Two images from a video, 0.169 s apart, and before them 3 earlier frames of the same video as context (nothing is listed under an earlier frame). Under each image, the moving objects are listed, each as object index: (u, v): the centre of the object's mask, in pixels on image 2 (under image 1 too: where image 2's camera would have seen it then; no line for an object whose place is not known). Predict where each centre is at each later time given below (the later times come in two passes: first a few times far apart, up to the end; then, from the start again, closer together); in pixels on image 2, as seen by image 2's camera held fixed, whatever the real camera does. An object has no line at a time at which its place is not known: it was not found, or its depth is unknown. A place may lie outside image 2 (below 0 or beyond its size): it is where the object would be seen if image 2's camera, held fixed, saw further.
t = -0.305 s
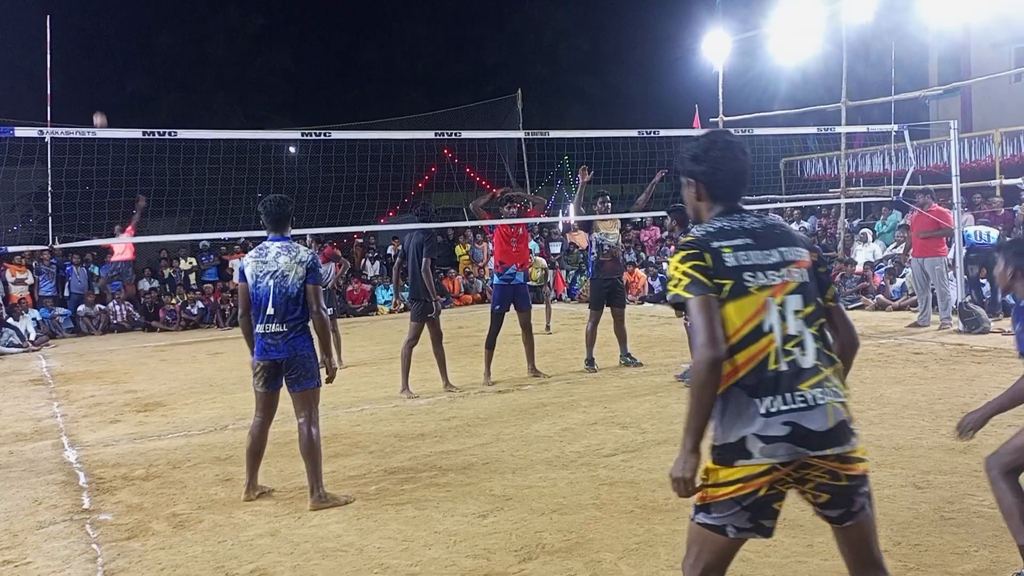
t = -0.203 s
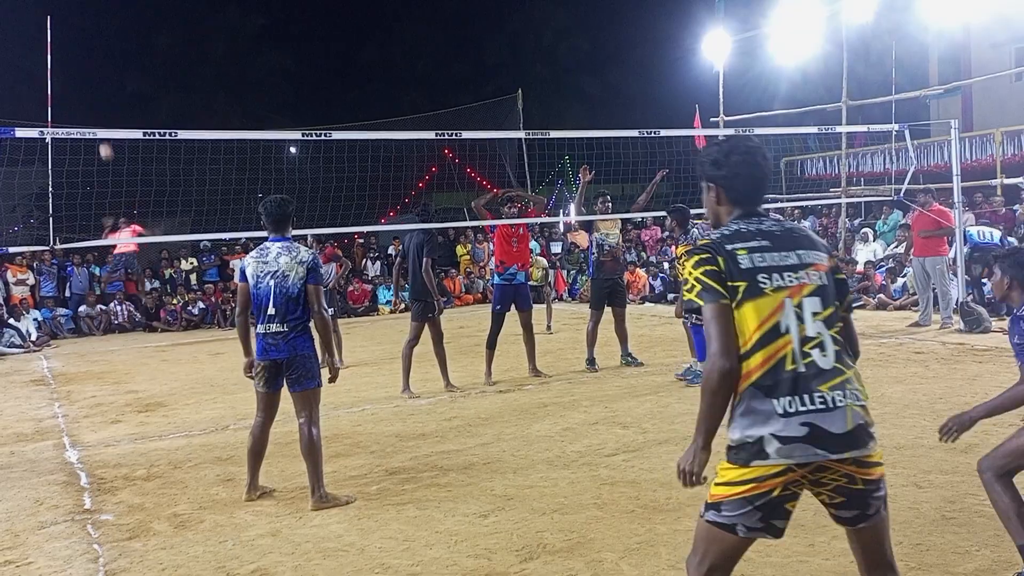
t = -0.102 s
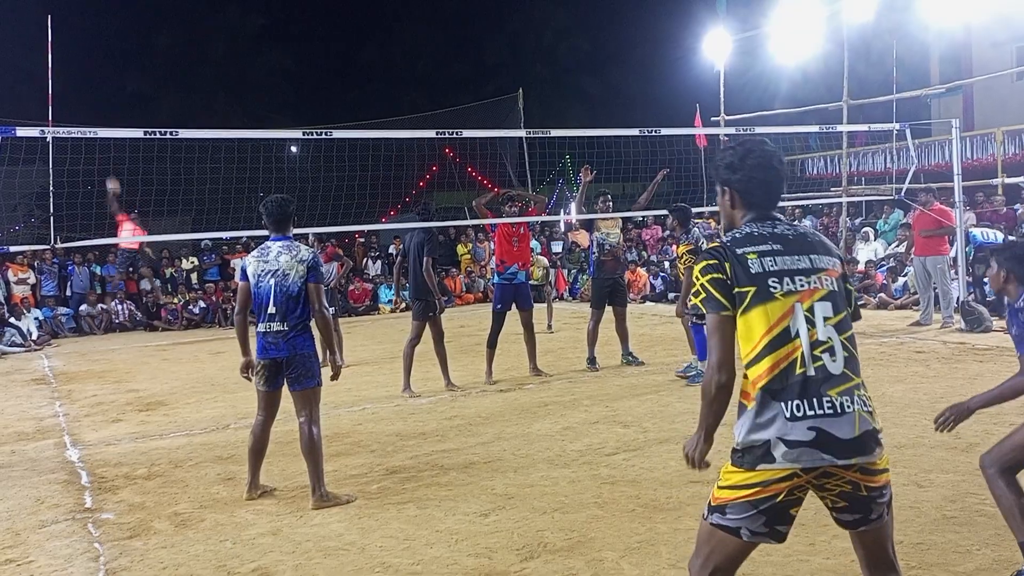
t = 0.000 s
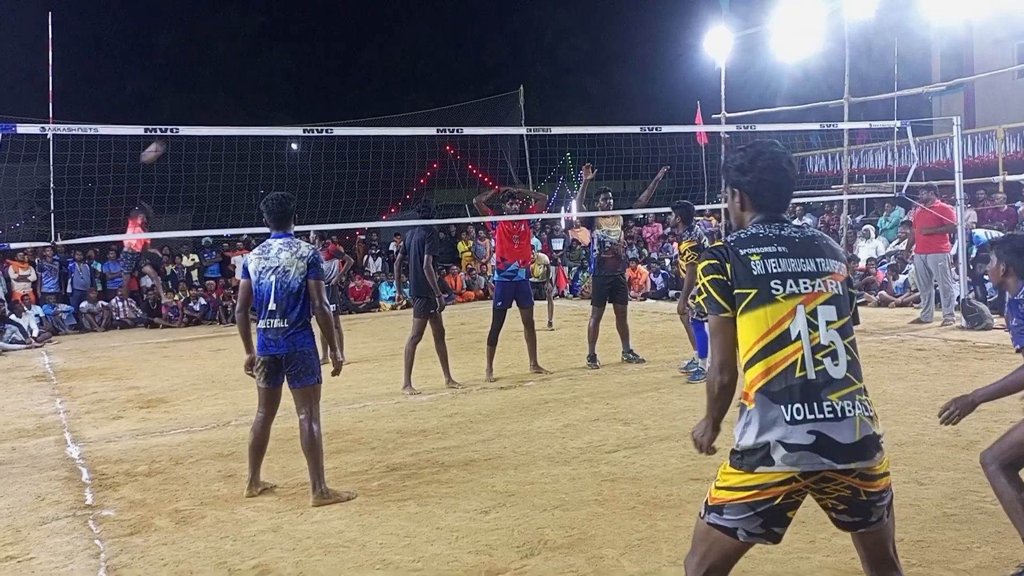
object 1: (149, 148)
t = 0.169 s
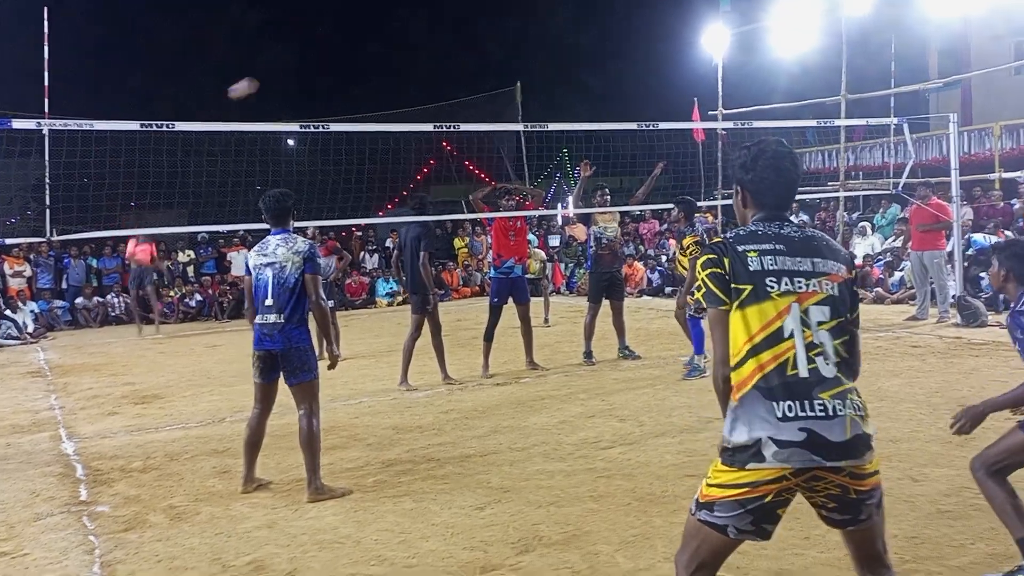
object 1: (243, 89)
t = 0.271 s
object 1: (317, 62)
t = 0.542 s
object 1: (620, 45)
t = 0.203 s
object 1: (267, 79)
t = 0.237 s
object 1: (291, 70)
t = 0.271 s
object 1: (317, 62)
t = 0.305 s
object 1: (345, 55)
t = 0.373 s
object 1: (408, 44)
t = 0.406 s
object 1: (444, 41)
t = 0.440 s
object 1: (481, 40)
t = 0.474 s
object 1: (523, 40)
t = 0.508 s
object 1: (569, 42)
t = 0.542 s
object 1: (620, 45)
